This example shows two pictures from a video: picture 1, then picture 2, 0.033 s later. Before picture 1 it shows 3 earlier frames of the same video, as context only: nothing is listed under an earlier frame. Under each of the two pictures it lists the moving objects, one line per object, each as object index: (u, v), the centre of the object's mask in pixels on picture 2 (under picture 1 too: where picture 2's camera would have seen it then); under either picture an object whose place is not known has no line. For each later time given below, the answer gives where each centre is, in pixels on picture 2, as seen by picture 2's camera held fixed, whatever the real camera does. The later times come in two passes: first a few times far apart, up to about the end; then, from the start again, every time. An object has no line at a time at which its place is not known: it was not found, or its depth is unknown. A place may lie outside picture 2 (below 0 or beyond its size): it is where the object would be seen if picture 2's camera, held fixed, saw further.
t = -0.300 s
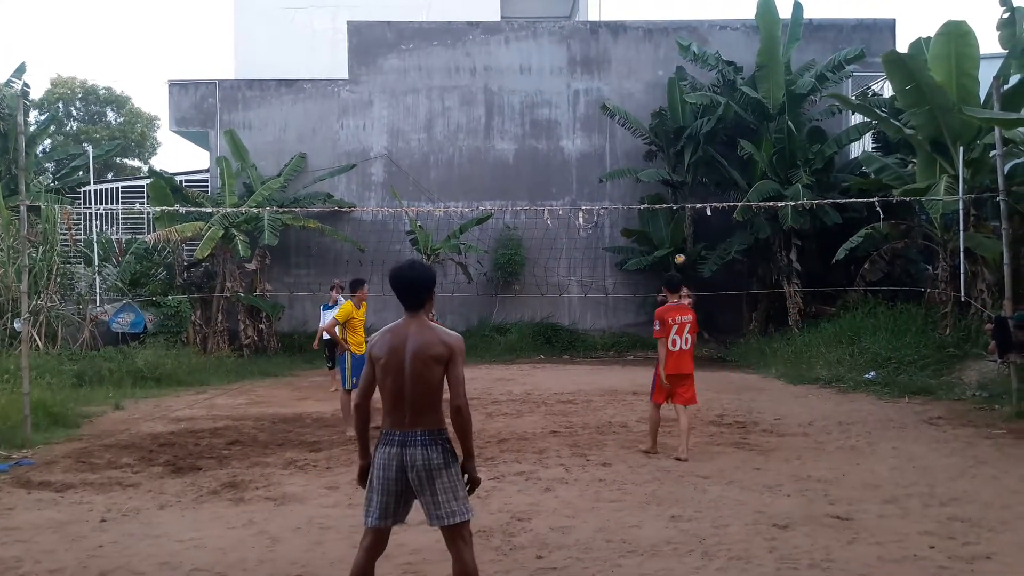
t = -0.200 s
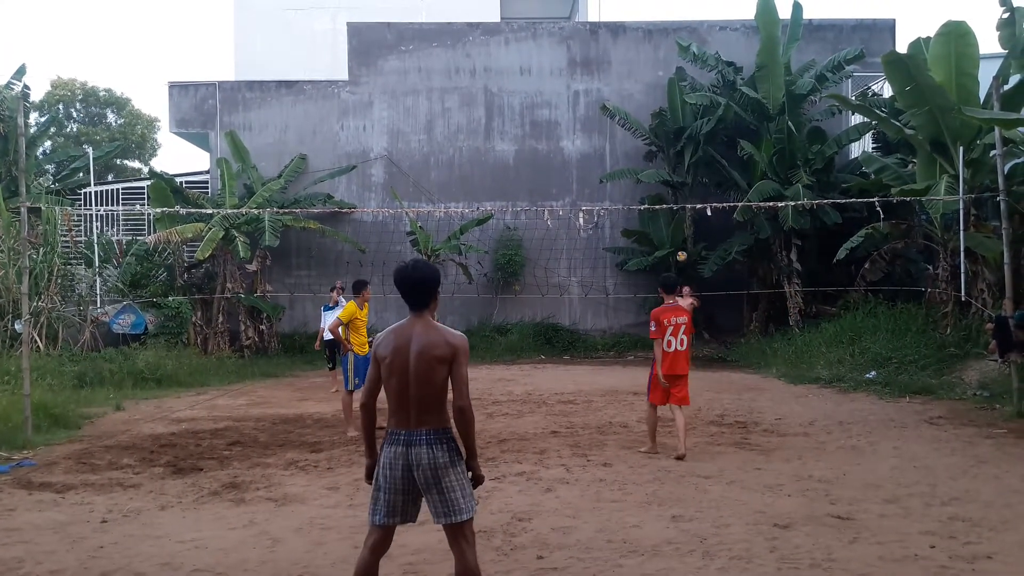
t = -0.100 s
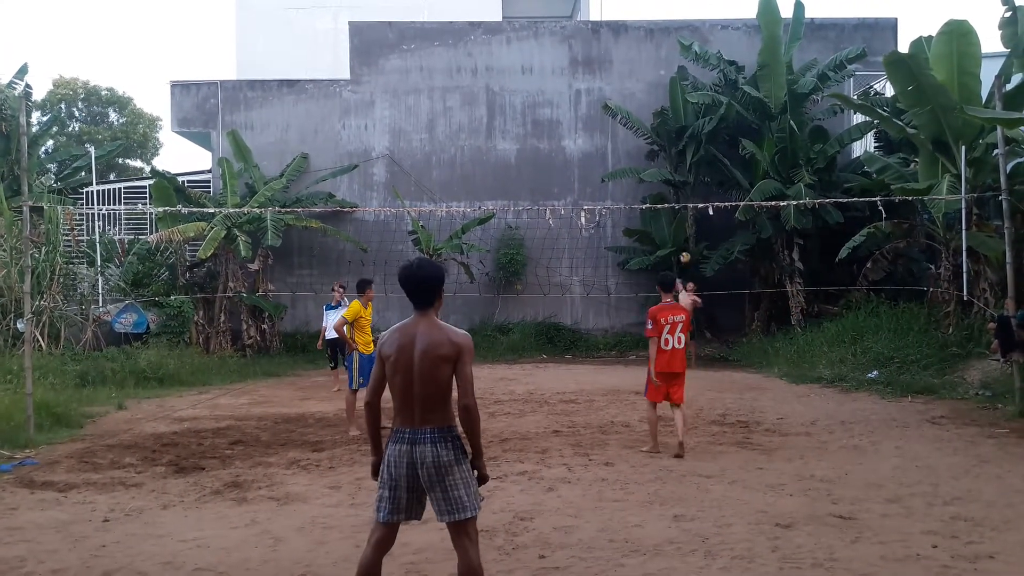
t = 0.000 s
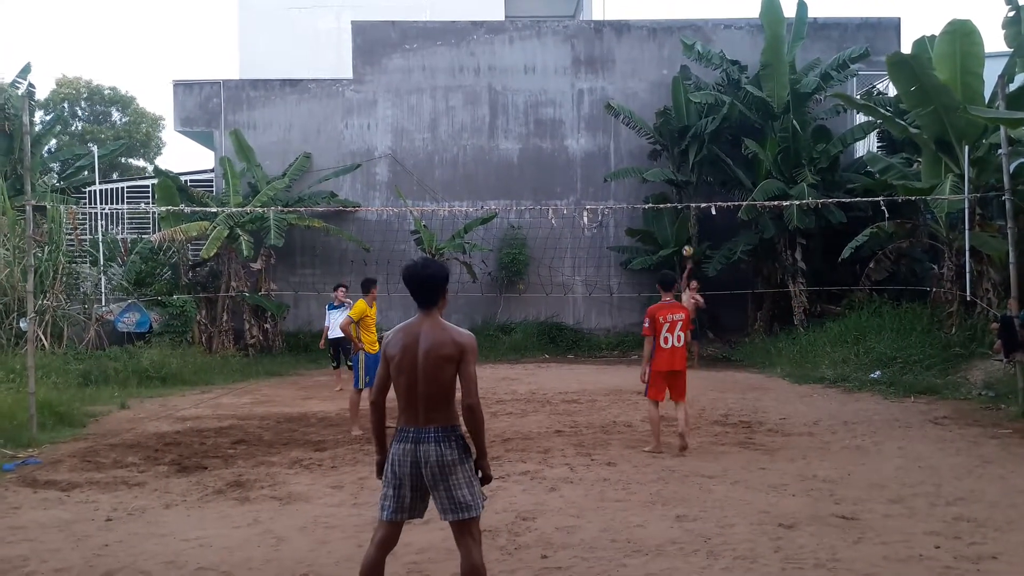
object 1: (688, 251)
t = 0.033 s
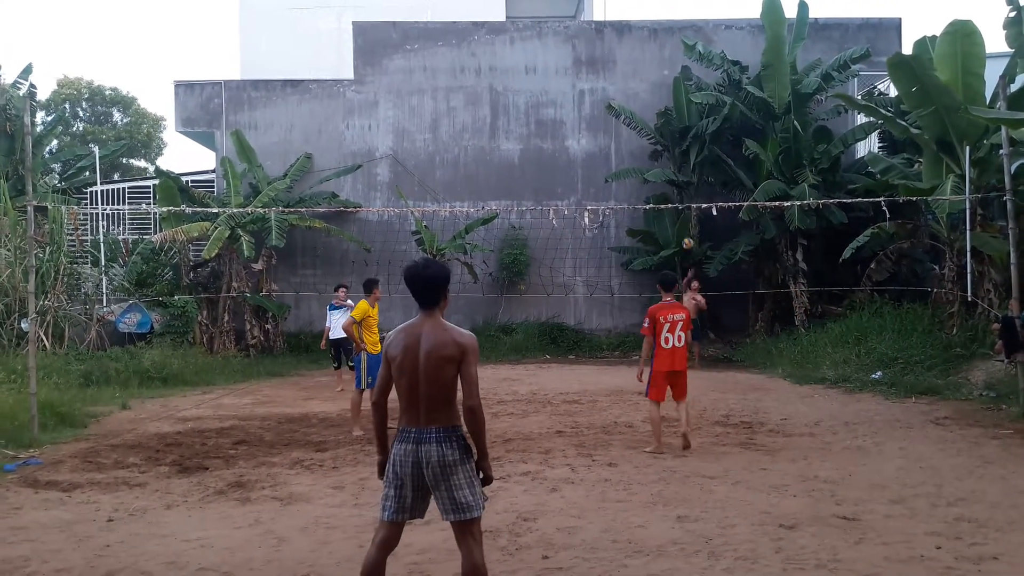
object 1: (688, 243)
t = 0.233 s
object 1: (688, 198)
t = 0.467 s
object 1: (695, 165)
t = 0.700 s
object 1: (705, 158)
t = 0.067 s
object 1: (687, 235)
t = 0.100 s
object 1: (687, 227)
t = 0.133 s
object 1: (686, 220)
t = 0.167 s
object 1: (687, 213)
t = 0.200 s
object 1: (687, 205)
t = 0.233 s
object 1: (688, 198)
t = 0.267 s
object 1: (688, 192)
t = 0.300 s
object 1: (689, 187)
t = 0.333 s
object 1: (690, 181)
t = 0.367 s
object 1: (691, 177)
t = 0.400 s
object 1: (692, 172)
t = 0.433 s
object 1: (693, 169)
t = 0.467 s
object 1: (695, 165)
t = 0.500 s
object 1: (696, 162)
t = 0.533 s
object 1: (697, 160)
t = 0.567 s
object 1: (699, 158)
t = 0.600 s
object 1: (700, 158)
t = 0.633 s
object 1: (701, 157)
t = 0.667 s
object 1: (703, 157)
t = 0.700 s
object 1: (705, 158)
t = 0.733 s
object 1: (706, 162)
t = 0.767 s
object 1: (708, 166)
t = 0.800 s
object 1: (710, 173)
